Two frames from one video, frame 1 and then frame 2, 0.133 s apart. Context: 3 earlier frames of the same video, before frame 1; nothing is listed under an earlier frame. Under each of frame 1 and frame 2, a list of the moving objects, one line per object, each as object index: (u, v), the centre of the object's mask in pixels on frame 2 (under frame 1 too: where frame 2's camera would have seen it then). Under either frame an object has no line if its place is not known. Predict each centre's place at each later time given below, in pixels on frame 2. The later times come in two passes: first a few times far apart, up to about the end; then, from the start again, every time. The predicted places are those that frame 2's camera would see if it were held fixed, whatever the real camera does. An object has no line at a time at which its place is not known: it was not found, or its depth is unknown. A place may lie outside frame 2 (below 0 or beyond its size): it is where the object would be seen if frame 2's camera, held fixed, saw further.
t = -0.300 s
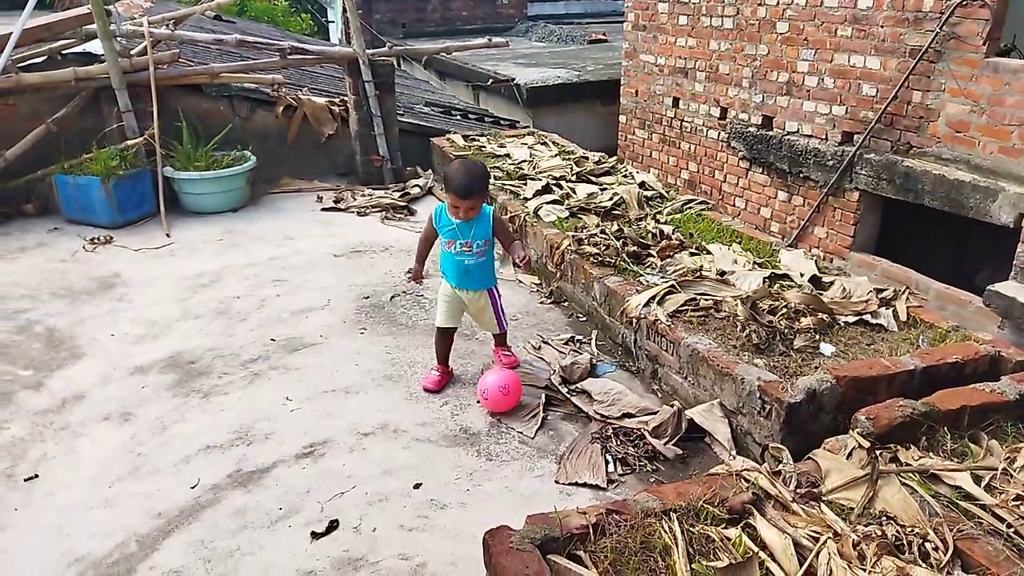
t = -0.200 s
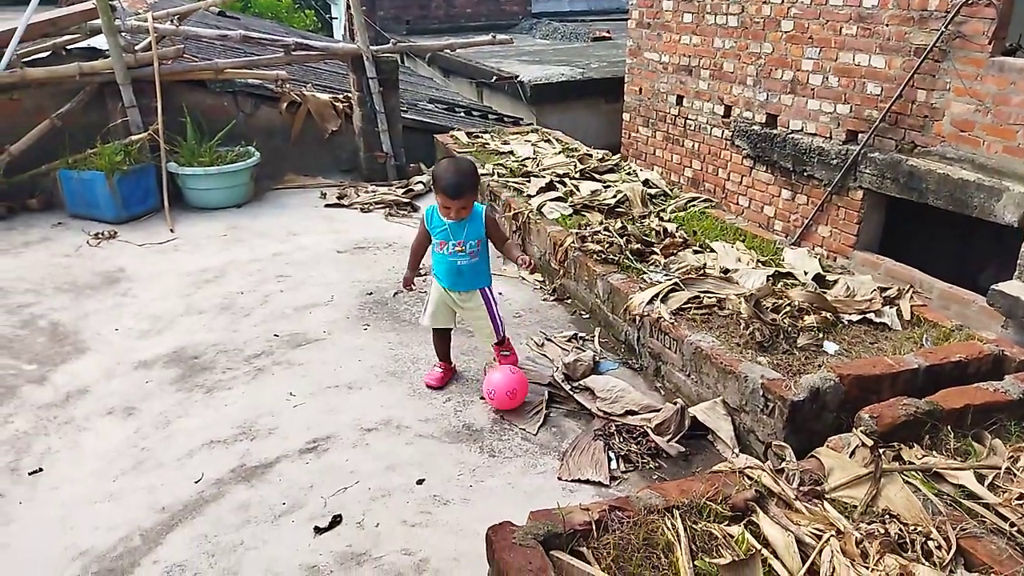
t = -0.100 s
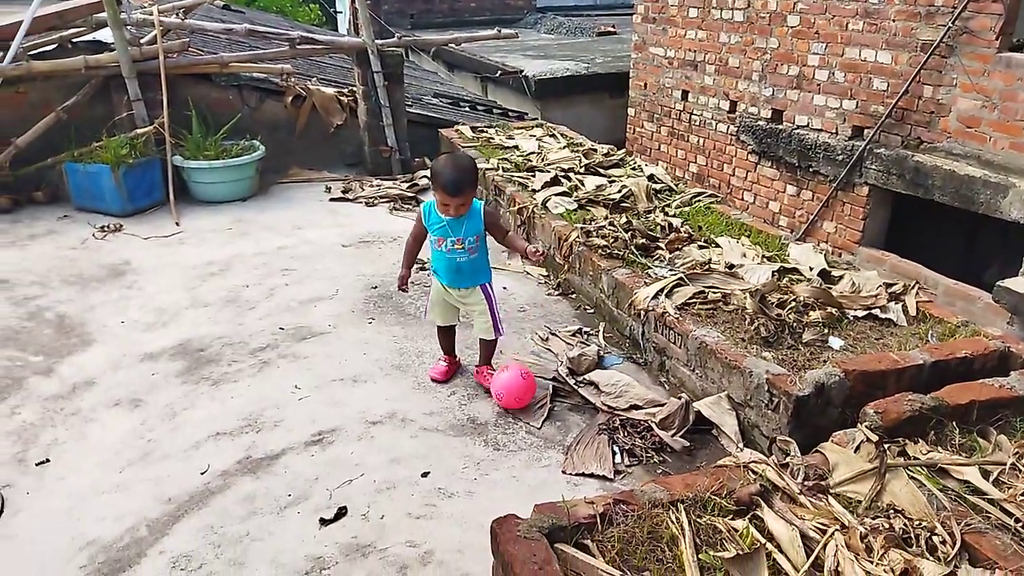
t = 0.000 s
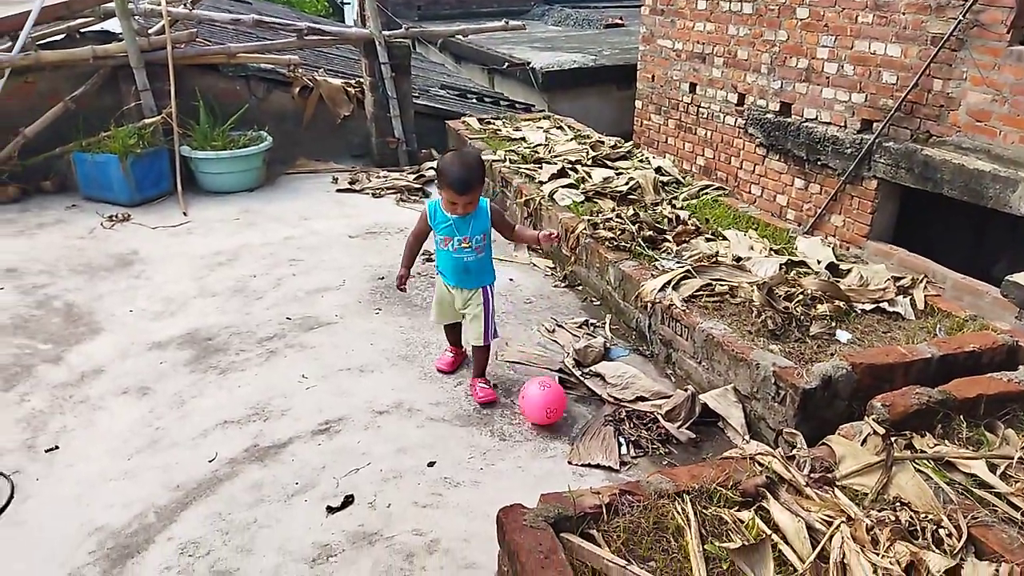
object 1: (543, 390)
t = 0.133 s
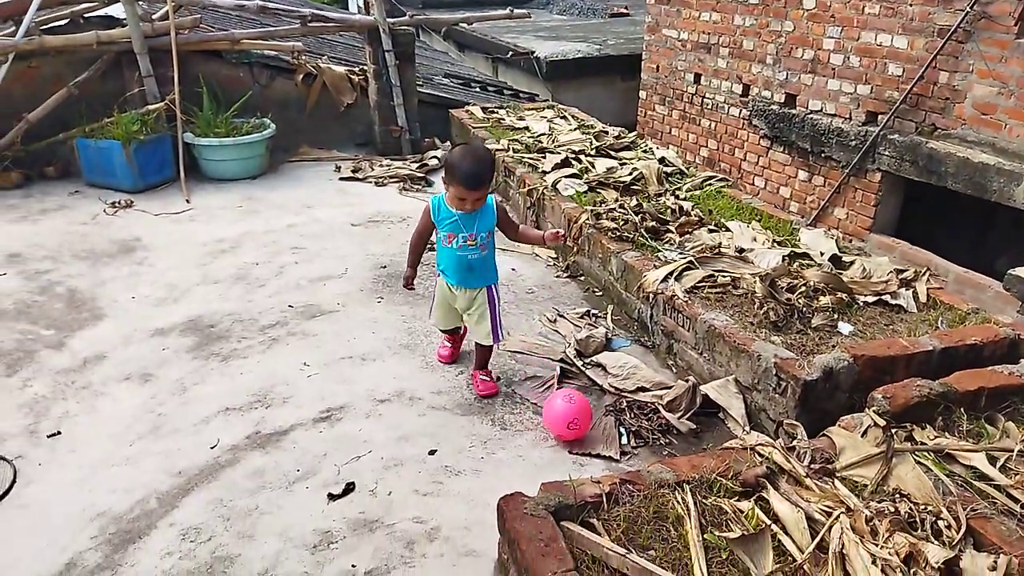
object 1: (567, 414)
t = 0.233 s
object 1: (580, 428)
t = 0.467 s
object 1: (618, 454)
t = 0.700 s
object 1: (646, 460)
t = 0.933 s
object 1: (657, 452)
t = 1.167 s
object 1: (670, 443)
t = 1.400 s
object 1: (683, 435)
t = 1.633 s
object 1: (701, 435)
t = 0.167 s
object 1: (571, 418)
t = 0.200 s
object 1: (575, 422)
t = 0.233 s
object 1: (580, 428)
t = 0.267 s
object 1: (585, 432)
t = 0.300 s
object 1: (590, 436)
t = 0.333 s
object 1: (595, 440)
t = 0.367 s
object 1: (601, 446)
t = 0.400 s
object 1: (607, 449)
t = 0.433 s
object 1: (612, 452)
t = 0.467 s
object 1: (618, 454)
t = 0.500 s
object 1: (623, 456)
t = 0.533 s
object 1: (629, 457)
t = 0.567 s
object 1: (634, 459)
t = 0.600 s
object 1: (638, 461)
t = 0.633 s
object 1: (643, 462)
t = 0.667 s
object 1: (644, 463)
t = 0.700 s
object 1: (646, 460)
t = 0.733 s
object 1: (649, 459)
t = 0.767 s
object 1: (650, 458)
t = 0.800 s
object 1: (651, 457)
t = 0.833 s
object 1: (652, 456)
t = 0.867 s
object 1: (654, 455)
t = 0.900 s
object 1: (655, 454)
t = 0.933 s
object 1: (657, 452)
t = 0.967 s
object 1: (658, 451)
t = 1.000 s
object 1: (660, 450)
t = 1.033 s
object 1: (661, 449)
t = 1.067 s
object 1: (663, 447)
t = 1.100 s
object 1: (665, 446)
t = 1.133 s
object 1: (667, 444)
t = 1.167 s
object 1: (670, 443)
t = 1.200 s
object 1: (671, 442)
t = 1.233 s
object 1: (673, 440)
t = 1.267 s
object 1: (675, 439)
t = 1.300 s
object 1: (677, 438)
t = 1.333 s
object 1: (679, 437)
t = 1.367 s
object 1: (681, 436)
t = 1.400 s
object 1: (683, 435)
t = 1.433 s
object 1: (686, 435)
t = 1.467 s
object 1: (688, 435)
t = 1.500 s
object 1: (690, 435)
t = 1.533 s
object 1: (693, 435)
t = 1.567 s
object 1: (696, 435)
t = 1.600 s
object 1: (698, 435)
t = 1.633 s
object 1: (701, 435)
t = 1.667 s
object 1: (704, 435)
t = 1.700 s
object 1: (706, 435)
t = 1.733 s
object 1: (707, 435)
